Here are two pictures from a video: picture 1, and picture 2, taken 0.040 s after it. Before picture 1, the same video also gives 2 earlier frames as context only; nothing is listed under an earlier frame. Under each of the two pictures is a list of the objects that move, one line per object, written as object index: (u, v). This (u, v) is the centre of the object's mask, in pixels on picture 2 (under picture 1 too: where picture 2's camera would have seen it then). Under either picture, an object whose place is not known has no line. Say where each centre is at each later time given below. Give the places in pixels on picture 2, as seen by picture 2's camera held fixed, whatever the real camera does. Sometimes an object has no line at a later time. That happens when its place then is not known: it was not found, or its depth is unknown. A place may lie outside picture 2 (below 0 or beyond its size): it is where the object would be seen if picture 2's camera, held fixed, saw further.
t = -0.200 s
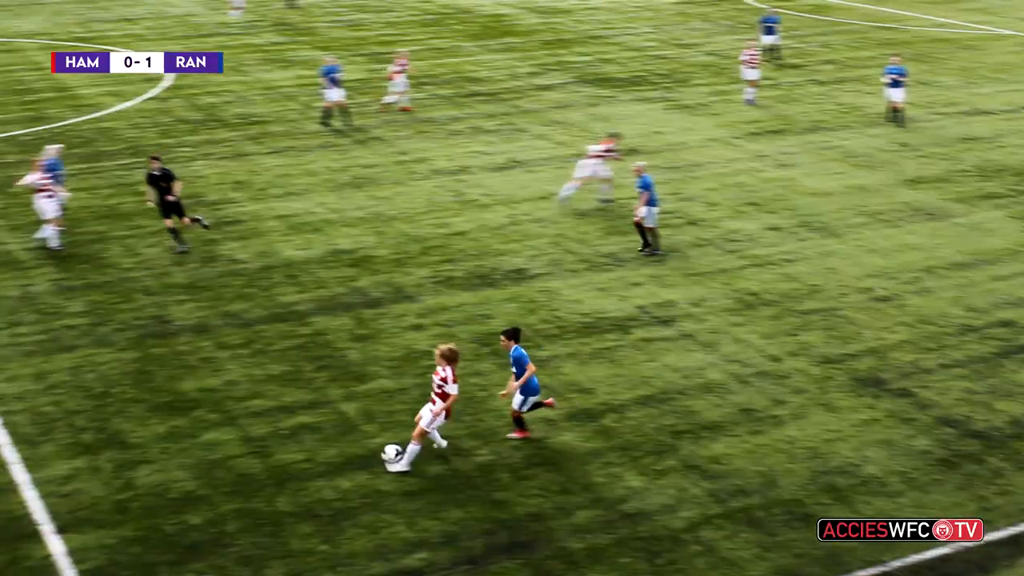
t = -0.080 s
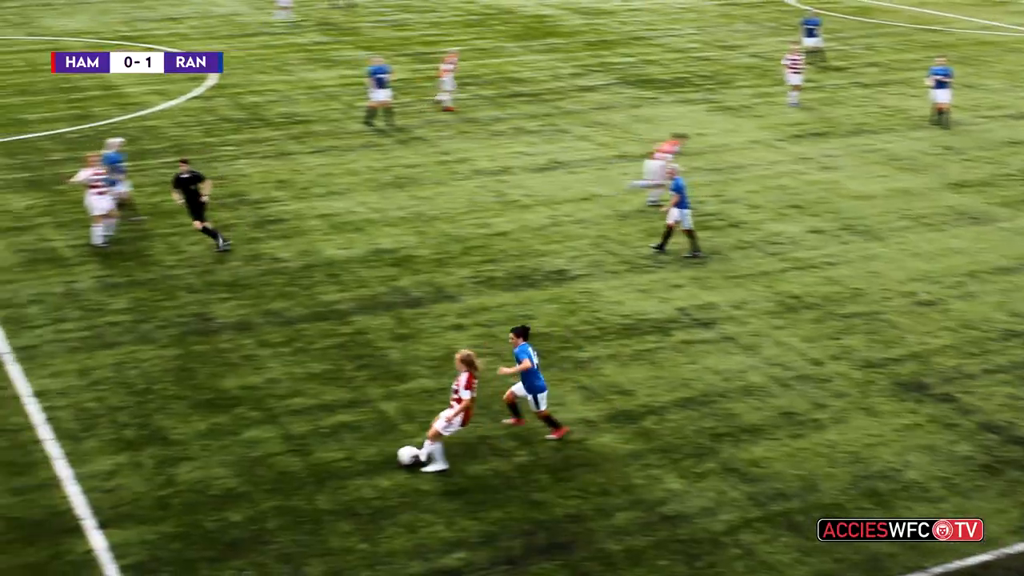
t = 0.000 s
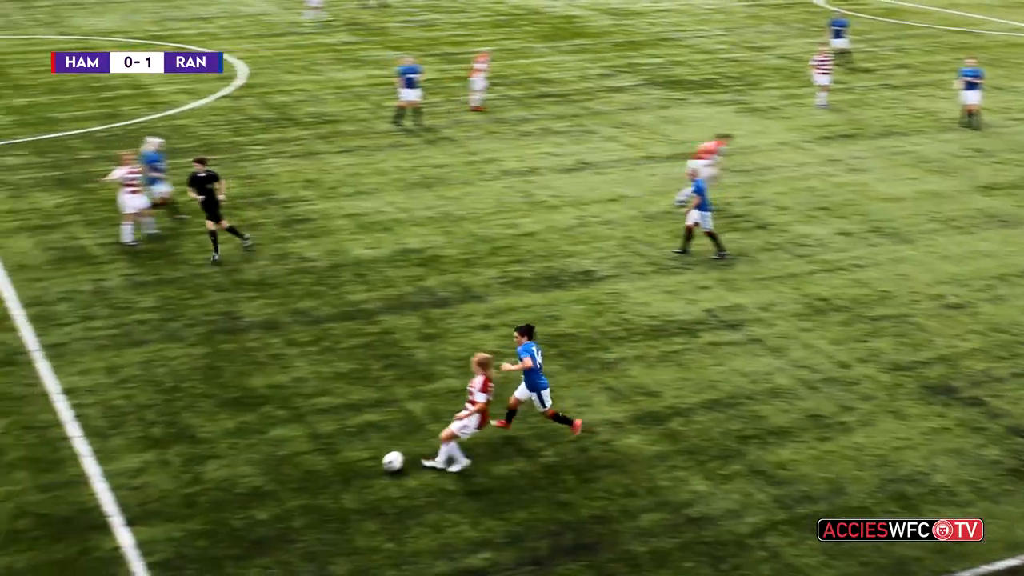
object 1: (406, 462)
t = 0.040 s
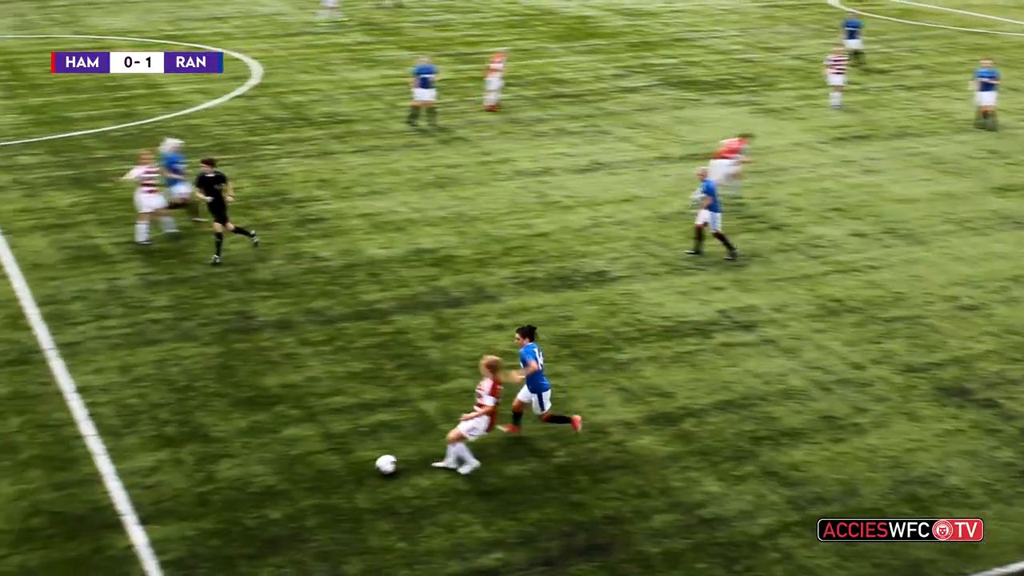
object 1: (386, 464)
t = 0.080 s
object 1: (367, 468)
